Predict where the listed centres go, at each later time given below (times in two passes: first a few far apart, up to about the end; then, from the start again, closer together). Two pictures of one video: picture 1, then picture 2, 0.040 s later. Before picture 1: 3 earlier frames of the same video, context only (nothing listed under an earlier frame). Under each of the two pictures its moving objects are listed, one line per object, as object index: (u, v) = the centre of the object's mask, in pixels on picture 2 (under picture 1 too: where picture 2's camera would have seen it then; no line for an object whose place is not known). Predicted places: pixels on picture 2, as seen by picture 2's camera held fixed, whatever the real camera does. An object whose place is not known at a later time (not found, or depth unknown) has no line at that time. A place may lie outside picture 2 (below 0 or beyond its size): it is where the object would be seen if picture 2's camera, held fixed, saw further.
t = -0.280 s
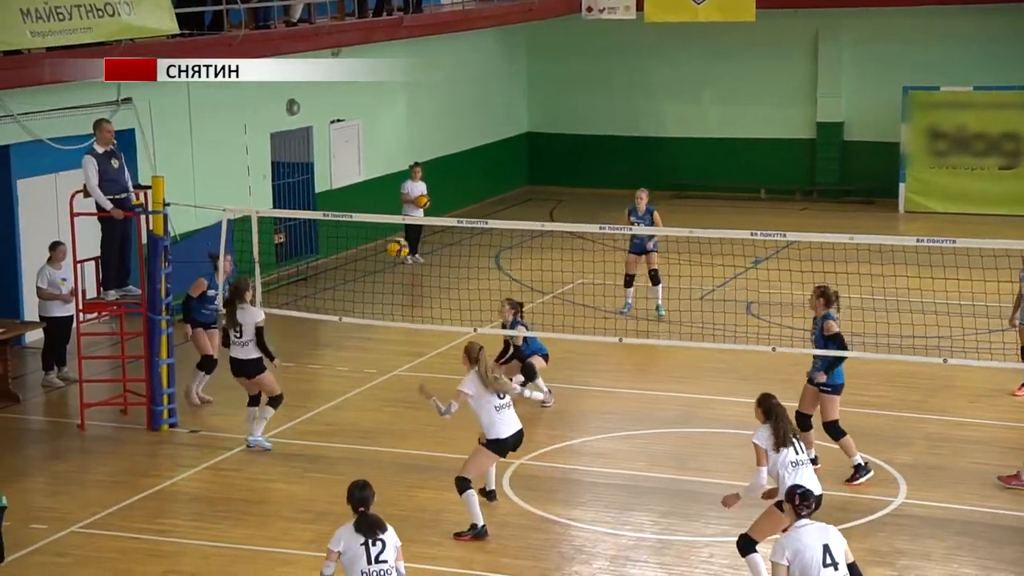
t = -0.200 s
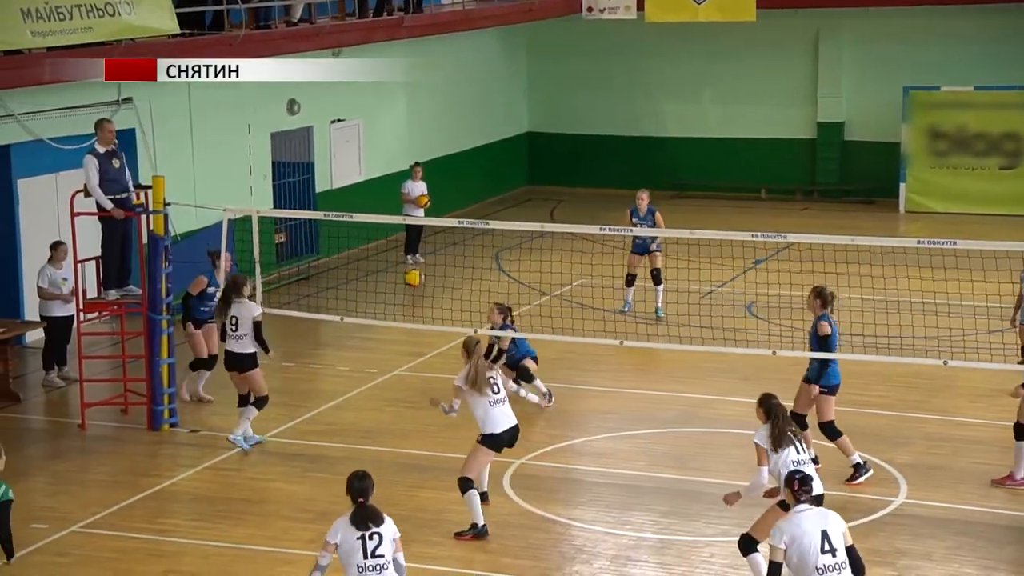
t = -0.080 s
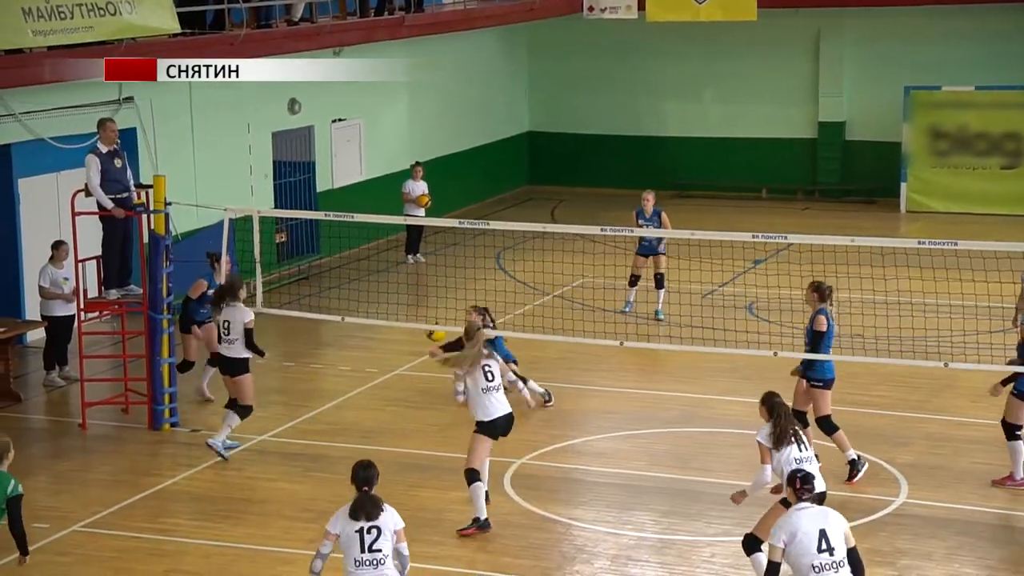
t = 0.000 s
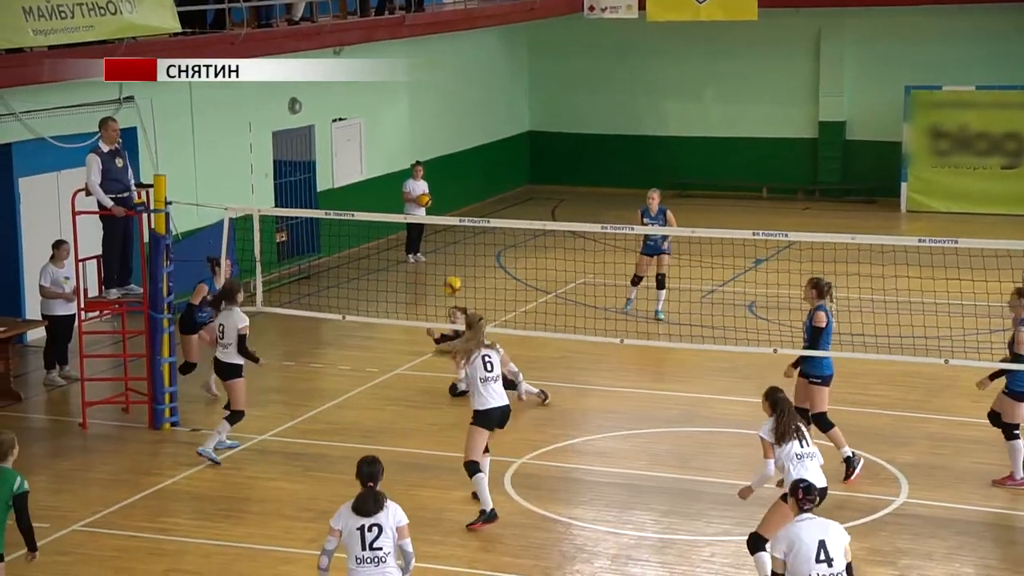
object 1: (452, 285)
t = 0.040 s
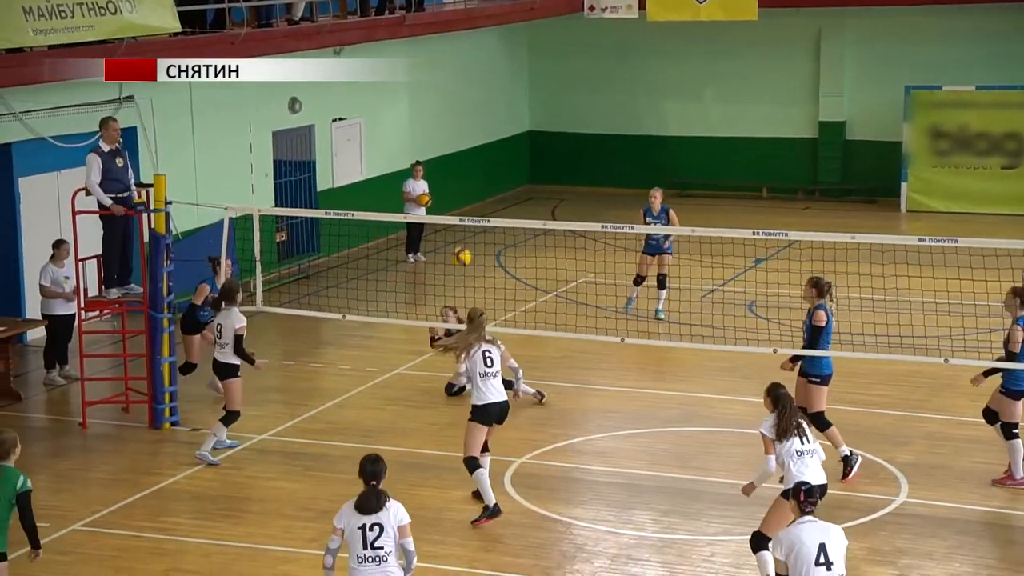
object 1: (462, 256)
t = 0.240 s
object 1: (506, 136)
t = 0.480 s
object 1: (565, 40)
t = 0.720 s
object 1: (624, 6)
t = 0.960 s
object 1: (683, 19)
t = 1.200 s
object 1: (738, 92)
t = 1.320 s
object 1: (764, 150)
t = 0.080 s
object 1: (469, 231)
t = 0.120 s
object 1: (479, 204)
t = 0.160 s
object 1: (488, 180)
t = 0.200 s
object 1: (497, 157)
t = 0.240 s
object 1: (506, 136)
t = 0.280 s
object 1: (516, 116)
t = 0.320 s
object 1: (525, 97)
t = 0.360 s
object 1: (535, 81)
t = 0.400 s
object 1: (544, 66)
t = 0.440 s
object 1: (554, 52)
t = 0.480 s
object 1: (565, 40)
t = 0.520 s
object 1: (574, 29)
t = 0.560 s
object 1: (584, 20)
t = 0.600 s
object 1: (594, 12)
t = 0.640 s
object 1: (603, 9)
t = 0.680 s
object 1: (614, 8)
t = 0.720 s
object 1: (624, 6)
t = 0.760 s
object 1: (636, 6)
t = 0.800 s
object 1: (643, 6)
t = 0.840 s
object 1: (654, 7)
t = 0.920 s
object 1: (674, 11)
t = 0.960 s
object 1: (683, 19)
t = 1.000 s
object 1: (693, 28)
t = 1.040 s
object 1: (702, 37)
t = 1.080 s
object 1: (712, 48)
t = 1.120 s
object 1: (721, 62)
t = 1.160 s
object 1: (730, 76)
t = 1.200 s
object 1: (738, 92)
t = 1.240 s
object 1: (748, 110)
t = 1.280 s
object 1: (756, 130)
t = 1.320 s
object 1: (764, 150)
